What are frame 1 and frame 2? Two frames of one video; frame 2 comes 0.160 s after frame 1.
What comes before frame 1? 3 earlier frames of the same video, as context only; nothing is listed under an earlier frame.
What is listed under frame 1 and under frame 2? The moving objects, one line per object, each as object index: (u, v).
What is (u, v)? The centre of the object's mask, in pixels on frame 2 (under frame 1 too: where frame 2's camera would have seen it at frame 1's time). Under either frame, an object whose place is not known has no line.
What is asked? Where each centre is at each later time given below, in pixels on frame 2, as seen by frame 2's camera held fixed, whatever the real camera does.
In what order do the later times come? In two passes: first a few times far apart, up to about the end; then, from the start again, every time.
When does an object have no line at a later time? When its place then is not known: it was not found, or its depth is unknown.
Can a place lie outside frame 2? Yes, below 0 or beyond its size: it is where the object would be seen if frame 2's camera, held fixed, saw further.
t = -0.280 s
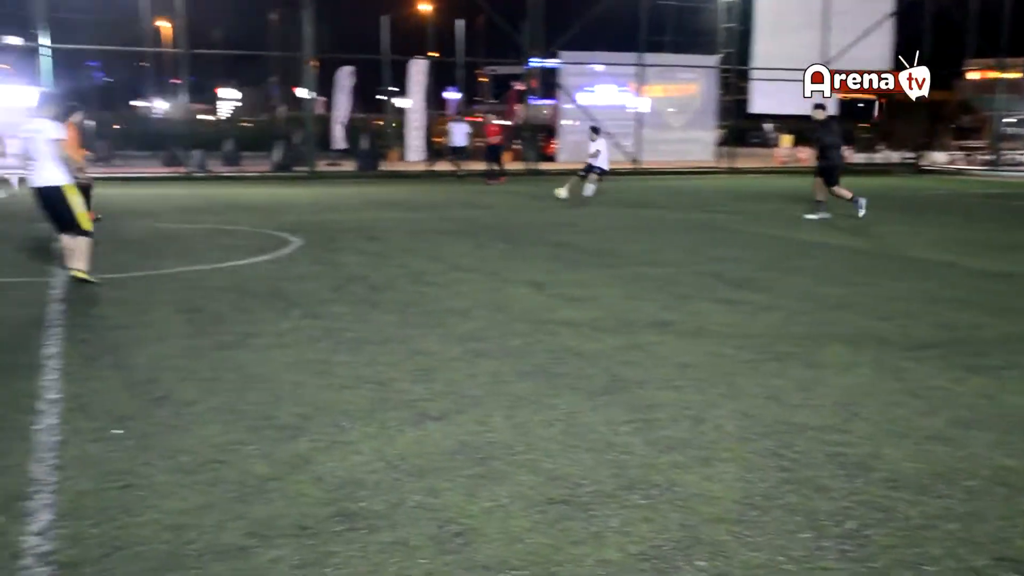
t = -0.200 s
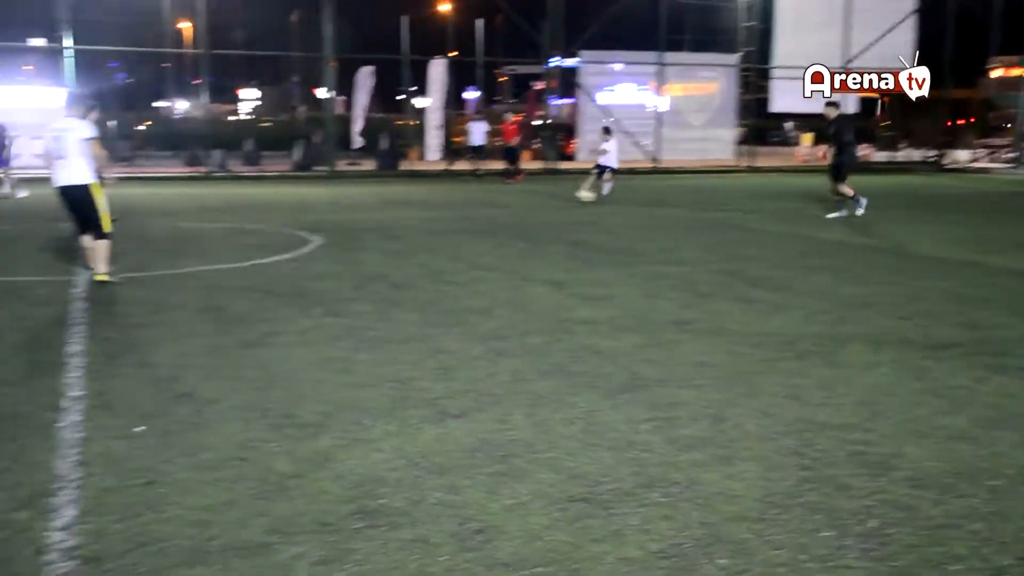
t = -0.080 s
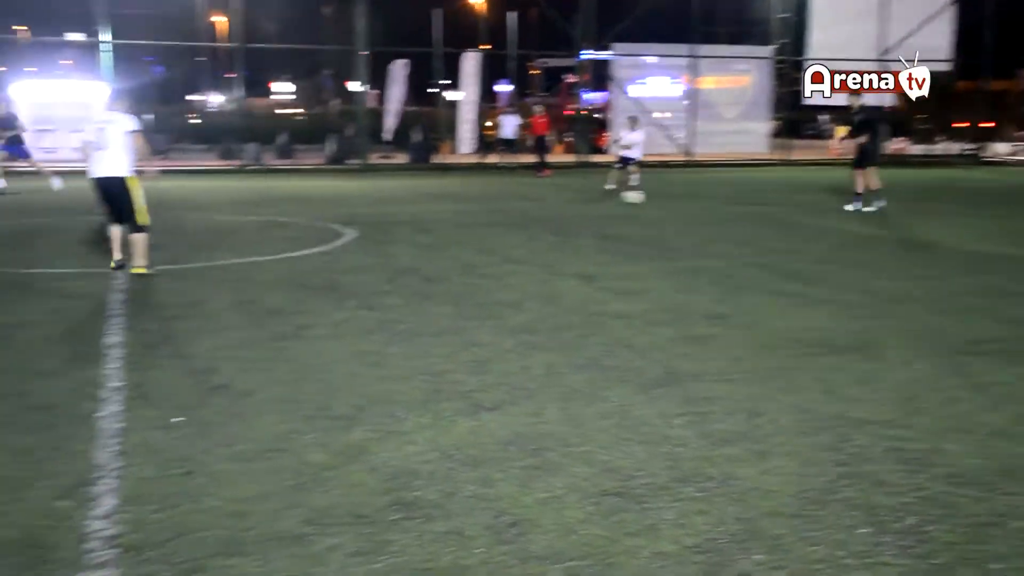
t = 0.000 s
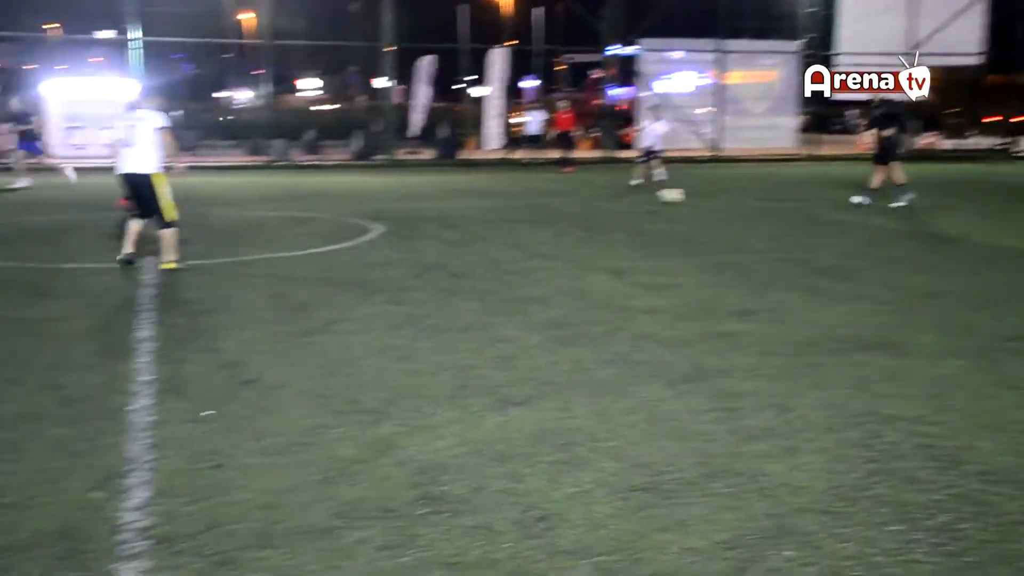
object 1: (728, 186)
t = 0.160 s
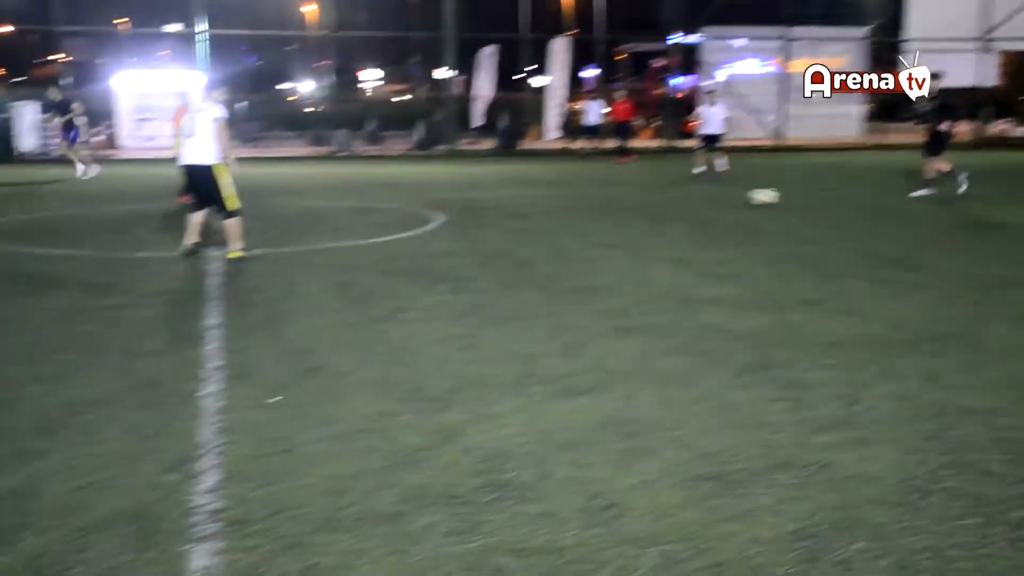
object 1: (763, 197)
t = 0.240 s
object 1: (783, 205)
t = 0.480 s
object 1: (847, 226)
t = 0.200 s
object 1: (773, 200)
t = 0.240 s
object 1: (783, 205)
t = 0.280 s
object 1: (792, 208)
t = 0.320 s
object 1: (802, 211)
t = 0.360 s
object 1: (814, 216)
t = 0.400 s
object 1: (826, 222)
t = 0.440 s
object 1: (837, 223)
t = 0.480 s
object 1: (847, 226)
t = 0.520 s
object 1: (859, 230)
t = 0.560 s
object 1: (872, 237)
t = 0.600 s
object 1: (884, 240)
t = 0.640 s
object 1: (897, 240)
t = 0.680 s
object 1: (911, 241)
